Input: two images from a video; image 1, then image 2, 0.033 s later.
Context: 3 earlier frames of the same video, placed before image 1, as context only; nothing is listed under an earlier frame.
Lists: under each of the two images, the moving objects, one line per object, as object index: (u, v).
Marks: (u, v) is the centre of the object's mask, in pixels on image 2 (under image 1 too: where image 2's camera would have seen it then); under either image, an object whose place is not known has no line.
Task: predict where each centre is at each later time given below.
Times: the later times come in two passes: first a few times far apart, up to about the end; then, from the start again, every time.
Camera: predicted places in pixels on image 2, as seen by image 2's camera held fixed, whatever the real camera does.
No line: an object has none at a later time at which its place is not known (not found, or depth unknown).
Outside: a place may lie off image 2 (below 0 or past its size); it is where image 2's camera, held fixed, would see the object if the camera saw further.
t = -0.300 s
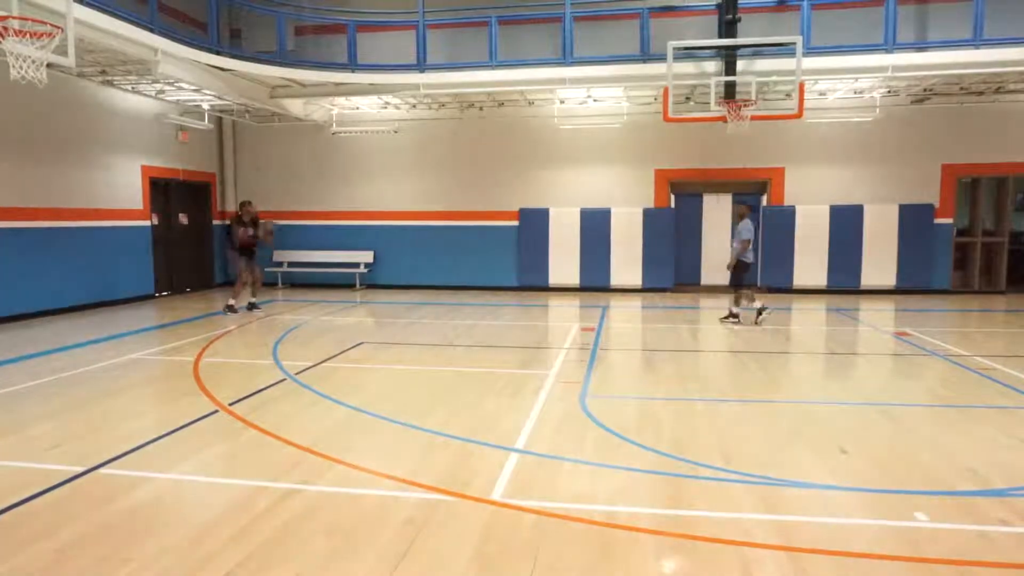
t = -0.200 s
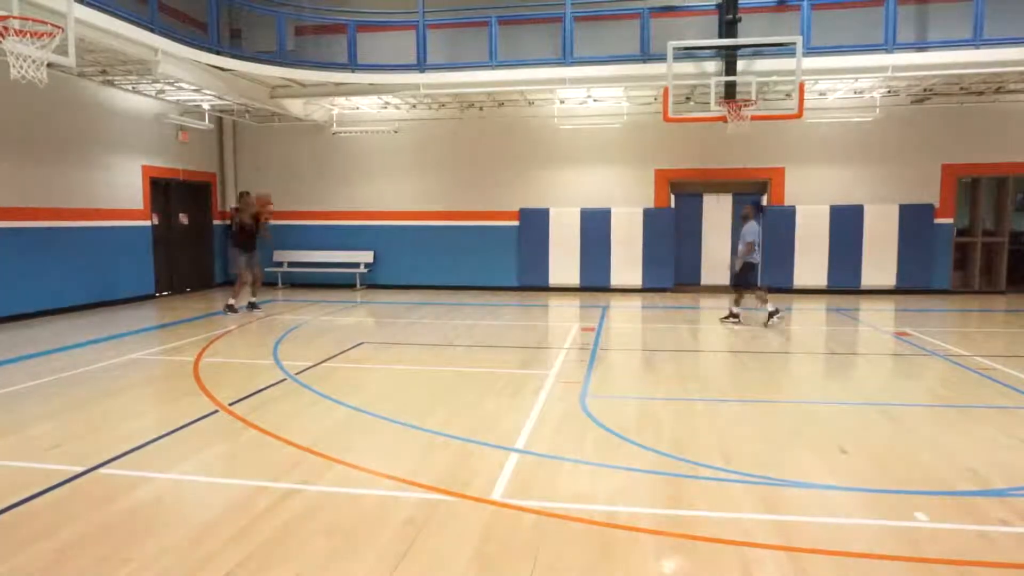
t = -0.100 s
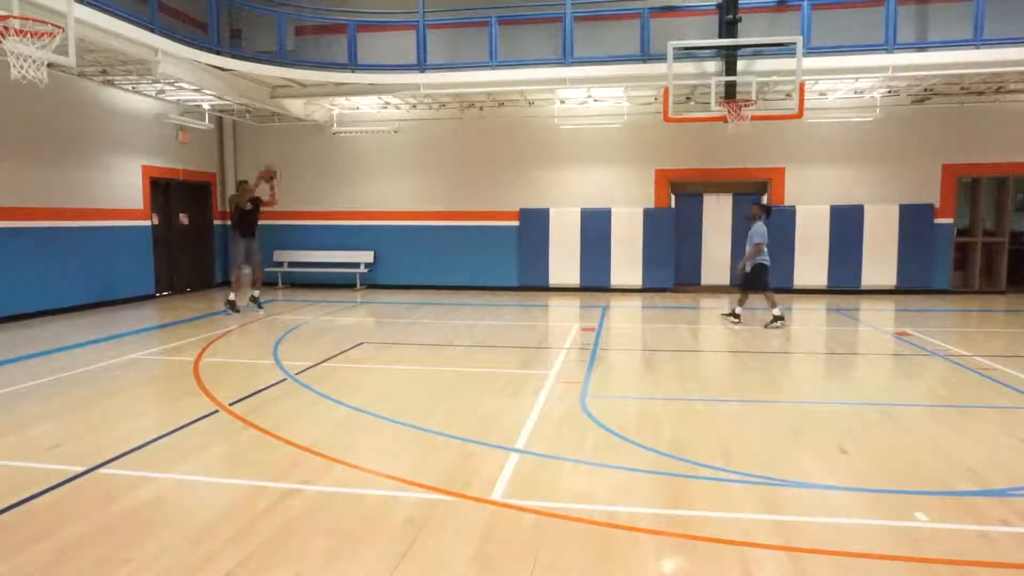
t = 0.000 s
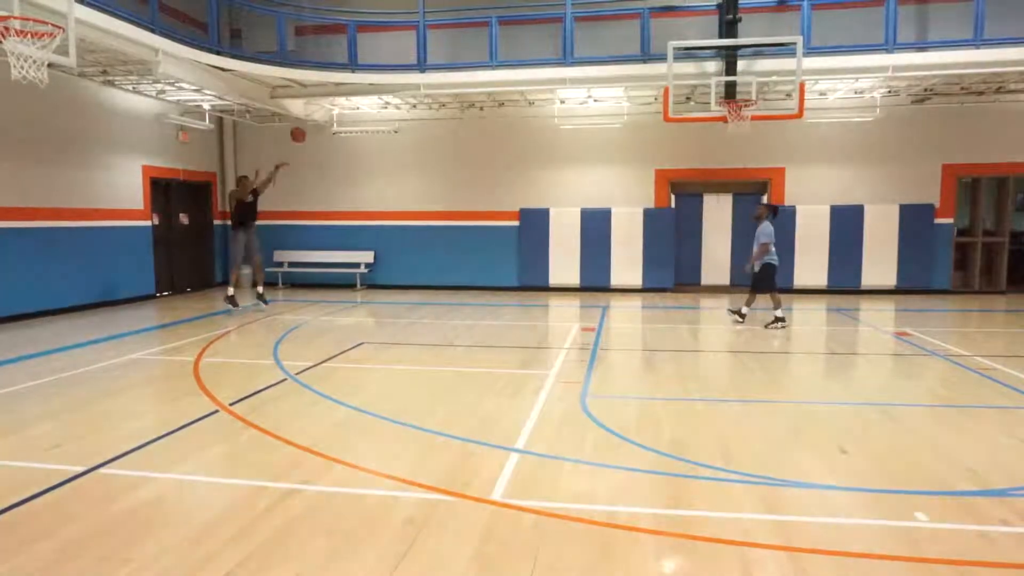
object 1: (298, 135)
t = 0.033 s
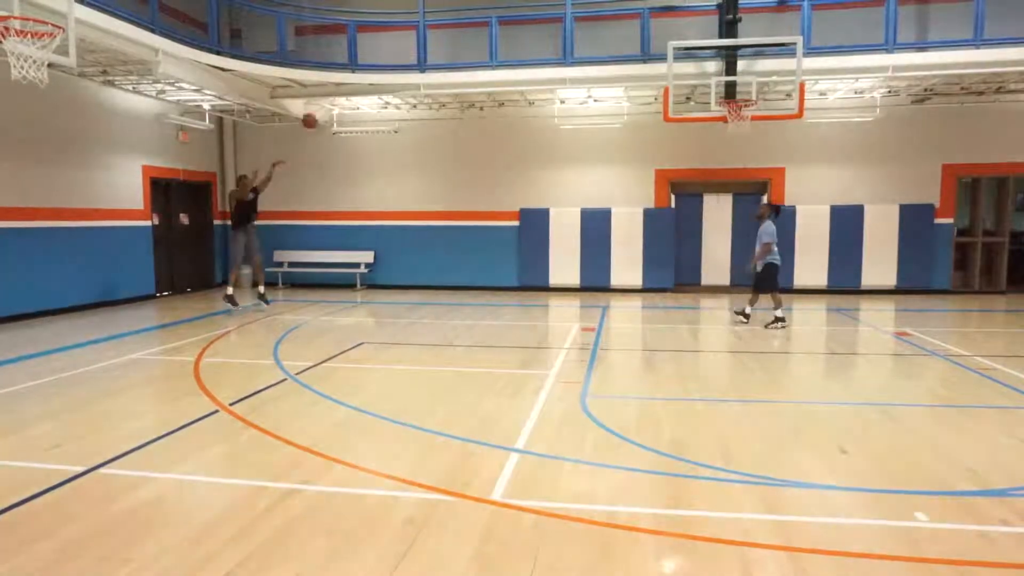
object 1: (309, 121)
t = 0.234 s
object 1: (380, 56)
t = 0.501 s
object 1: (481, 7)
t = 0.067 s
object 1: (320, 109)
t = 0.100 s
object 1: (332, 97)
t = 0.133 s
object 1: (344, 86)
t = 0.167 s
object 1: (357, 76)
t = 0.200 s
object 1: (369, 65)
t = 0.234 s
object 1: (380, 56)
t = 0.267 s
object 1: (393, 47)
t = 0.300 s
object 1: (404, 40)
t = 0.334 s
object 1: (415, 33)
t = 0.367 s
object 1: (432, 24)
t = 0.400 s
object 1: (446, 20)
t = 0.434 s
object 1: (456, 15)
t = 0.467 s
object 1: (469, 8)
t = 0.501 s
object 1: (481, 7)
